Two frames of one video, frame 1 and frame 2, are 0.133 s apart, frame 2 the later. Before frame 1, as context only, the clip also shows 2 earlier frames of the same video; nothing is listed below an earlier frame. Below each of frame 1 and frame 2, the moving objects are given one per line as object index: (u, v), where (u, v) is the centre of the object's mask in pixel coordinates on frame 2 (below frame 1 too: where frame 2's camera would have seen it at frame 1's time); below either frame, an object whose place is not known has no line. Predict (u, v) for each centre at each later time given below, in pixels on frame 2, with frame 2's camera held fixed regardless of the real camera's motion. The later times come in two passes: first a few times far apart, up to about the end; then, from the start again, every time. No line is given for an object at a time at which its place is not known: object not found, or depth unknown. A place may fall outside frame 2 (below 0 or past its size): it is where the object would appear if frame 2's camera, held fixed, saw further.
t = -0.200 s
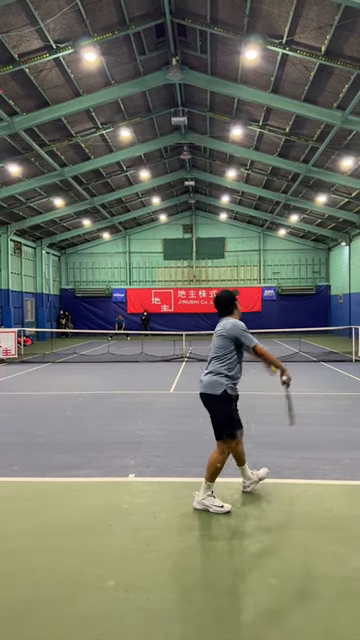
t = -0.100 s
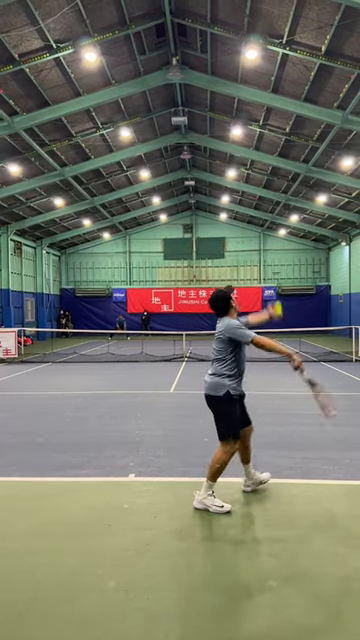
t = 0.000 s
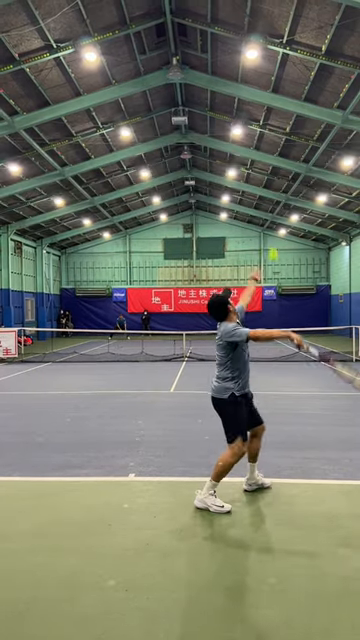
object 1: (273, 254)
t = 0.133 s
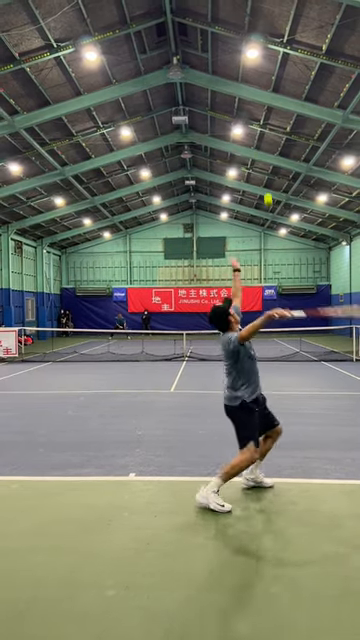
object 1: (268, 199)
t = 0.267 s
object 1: (262, 164)
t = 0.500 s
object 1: (254, 150)
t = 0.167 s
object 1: (266, 187)
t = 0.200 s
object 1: (265, 179)
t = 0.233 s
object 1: (264, 171)
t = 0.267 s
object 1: (262, 164)
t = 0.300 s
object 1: (261, 158)
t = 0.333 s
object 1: (260, 154)
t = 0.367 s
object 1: (258, 151)
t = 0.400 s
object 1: (257, 149)
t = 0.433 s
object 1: (256, 149)
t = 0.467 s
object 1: (255, 149)
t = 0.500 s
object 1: (254, 150)
